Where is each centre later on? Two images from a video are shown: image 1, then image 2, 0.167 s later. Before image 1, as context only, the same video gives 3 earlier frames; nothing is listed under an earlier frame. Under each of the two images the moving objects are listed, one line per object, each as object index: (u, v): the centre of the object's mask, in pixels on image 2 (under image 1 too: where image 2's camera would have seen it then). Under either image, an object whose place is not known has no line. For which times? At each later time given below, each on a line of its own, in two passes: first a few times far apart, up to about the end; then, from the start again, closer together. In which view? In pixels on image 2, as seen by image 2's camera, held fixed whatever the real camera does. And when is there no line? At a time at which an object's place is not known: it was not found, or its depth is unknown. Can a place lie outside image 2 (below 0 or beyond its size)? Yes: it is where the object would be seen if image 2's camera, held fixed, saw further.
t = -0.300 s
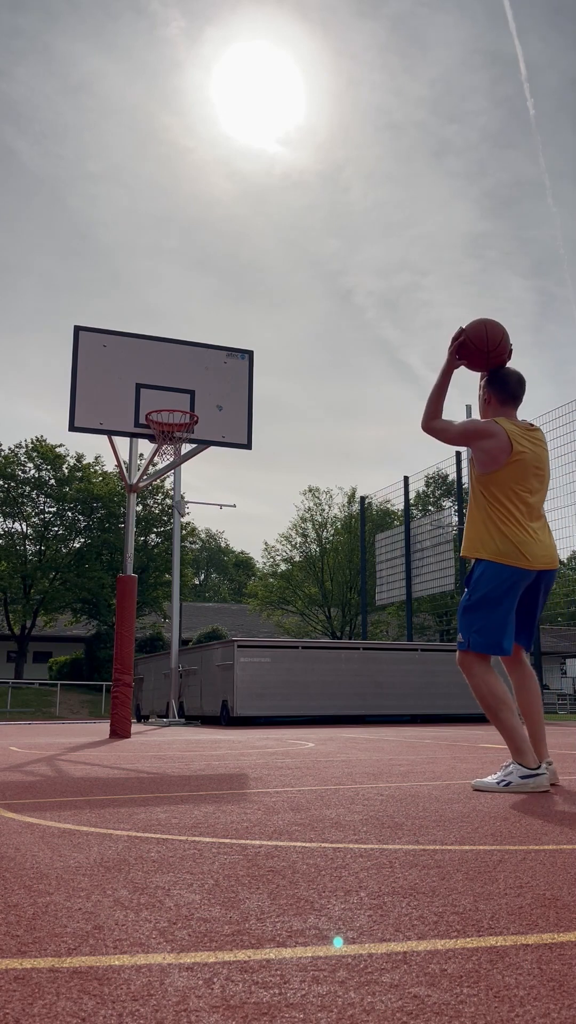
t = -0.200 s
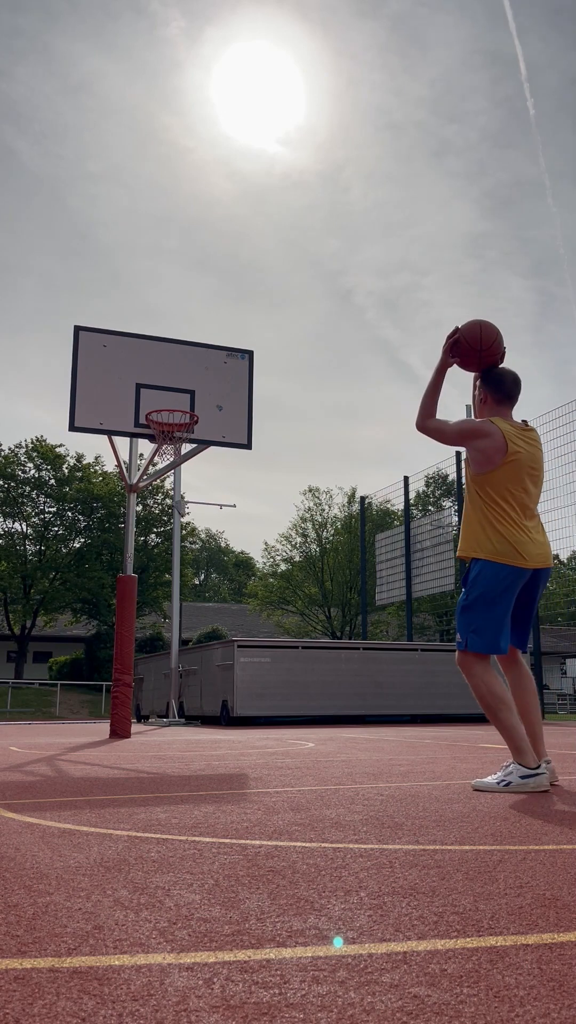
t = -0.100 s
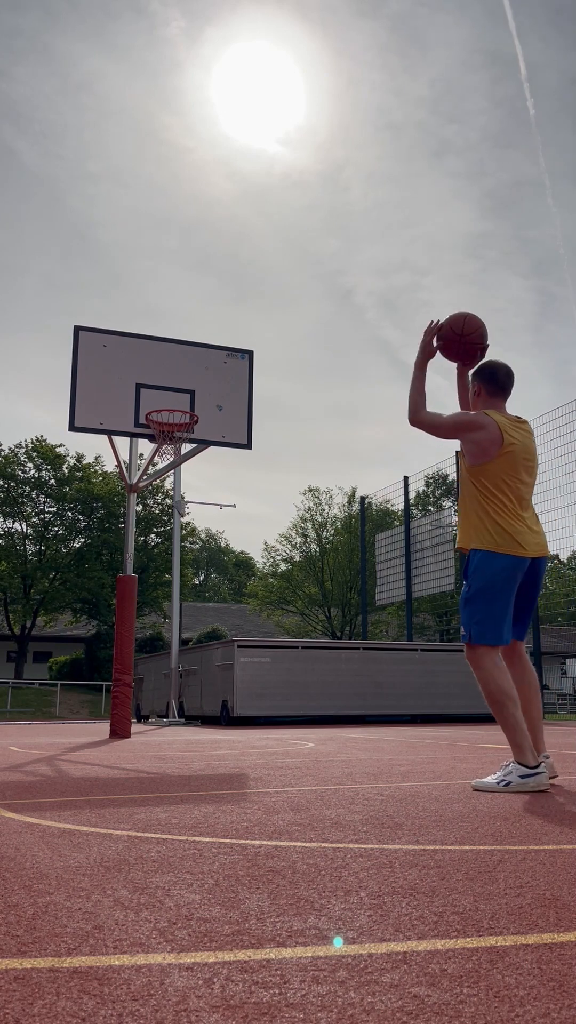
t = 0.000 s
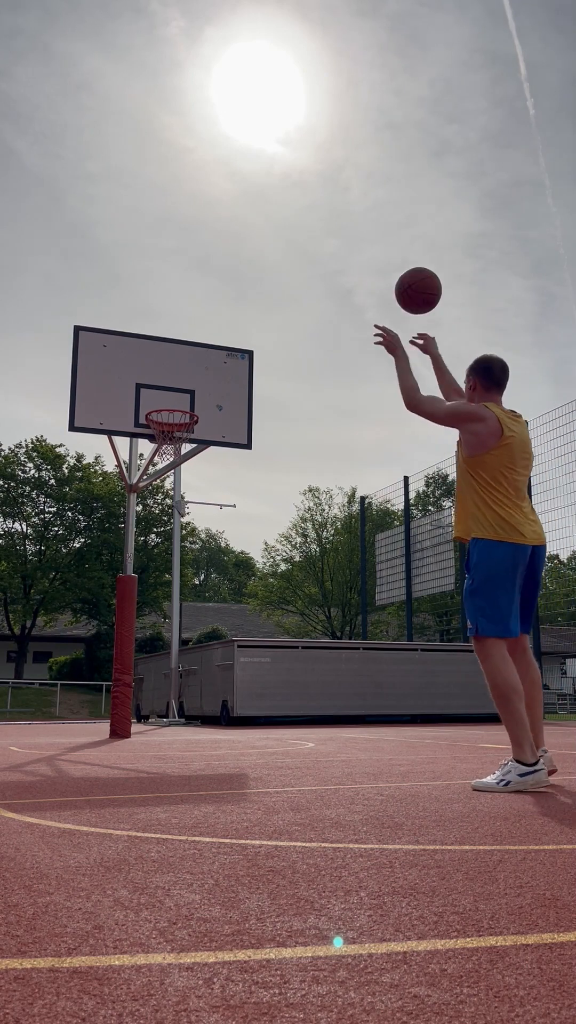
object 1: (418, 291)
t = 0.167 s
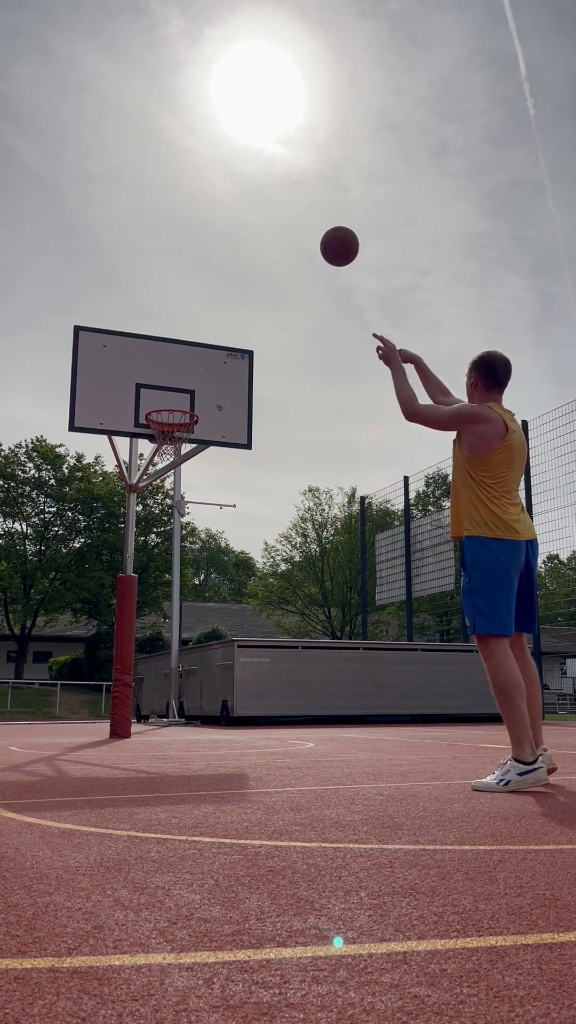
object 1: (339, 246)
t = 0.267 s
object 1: (303, 243)
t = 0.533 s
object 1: (230, 293)
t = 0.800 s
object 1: (176, 398)
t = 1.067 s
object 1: (181, 473)
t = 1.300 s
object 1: (192, 576)
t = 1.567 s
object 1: (207, 701)
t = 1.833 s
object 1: (222, 573)
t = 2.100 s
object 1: (234, 529)
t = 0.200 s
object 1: (326, 244)
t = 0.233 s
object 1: (314, 243)
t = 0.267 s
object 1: (303, 243)
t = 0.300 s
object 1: (292, 245)
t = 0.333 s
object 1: (282, 249)
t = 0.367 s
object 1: (272, 254)
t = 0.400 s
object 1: (263, 259)
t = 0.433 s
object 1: (254, 266)
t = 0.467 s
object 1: (246, 274)
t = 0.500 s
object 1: (238, 283)
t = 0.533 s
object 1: (230, 293)
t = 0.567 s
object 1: (222, 304)
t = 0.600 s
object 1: (215, 315)
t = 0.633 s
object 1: (209, 327)
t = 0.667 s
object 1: (202, 340)
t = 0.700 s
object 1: (195, 354)
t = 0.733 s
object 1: (189, 369)
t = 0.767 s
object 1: (182, 384)
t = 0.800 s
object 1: (176, 398)
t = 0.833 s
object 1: (172, 410)
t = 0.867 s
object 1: (166, 422)
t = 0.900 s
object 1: (167, 427)
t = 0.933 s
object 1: (170, 436)
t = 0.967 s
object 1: (174, 446)
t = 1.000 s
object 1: (176, 456)
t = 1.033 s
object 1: (178, 463)
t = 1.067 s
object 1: (181, 473)
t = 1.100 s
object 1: (182, 483)
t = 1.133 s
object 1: (184, 495)
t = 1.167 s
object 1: (186, 509)
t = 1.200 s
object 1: (188, 524)
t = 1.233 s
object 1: (189, 540)
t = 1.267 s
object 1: (191, 557)
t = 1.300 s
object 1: (192, 576)
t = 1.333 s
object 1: (194, 597)
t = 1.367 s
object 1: (196, 618)
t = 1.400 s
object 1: (197, 642)
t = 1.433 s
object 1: (199, 668)
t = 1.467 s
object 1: (200, 695)
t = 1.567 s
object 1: (207, 701)
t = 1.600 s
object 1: (209, 680)
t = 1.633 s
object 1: (211, 661)
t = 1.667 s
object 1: (212, 642)
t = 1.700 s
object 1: (214, 626)
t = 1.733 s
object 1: (216, 611)
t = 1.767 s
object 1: (218, 596)
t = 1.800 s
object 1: (220, 584)
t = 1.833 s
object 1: (222, 573)
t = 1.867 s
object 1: (223, 563)
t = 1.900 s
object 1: (225, 555)
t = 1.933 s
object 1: (227, 547)
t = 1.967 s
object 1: (228, 540)
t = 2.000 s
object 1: (230, 536)
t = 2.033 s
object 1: (231, 532)
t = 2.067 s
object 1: (233, 530)
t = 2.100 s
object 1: (234, 529)
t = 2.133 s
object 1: (236, 530)
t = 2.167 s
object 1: (237, 531)
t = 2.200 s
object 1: (239, 535)
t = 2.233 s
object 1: (240, 539)
